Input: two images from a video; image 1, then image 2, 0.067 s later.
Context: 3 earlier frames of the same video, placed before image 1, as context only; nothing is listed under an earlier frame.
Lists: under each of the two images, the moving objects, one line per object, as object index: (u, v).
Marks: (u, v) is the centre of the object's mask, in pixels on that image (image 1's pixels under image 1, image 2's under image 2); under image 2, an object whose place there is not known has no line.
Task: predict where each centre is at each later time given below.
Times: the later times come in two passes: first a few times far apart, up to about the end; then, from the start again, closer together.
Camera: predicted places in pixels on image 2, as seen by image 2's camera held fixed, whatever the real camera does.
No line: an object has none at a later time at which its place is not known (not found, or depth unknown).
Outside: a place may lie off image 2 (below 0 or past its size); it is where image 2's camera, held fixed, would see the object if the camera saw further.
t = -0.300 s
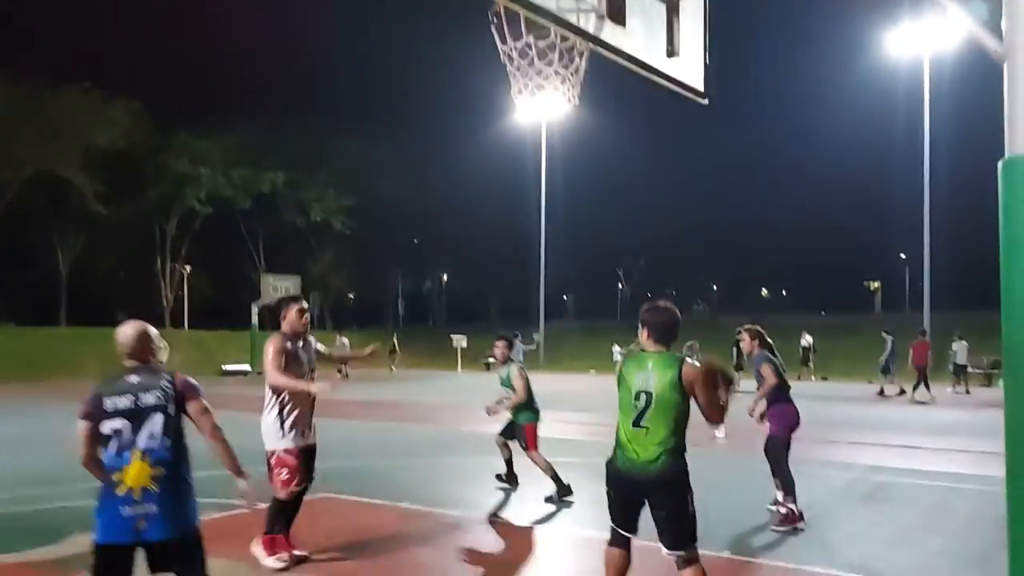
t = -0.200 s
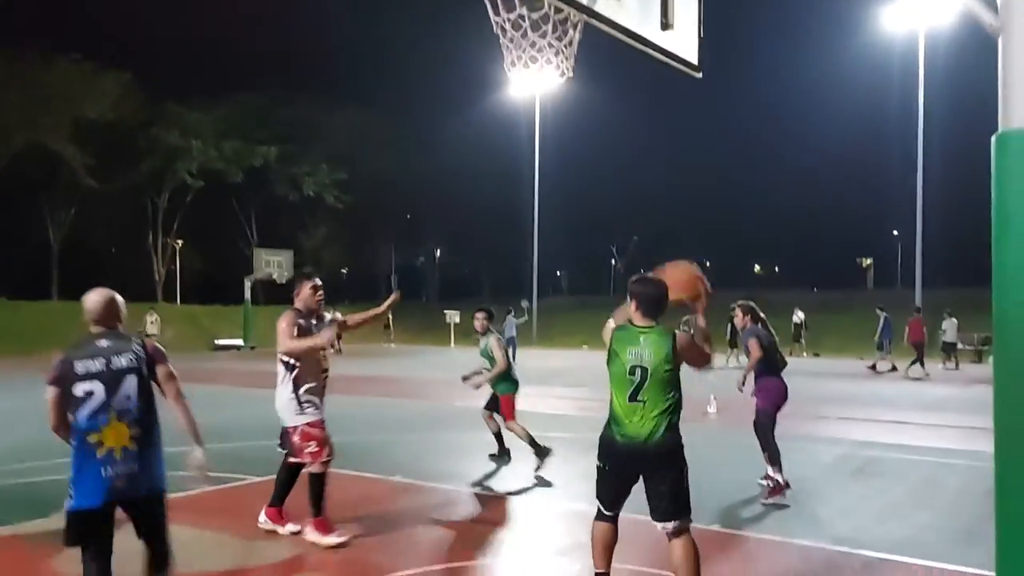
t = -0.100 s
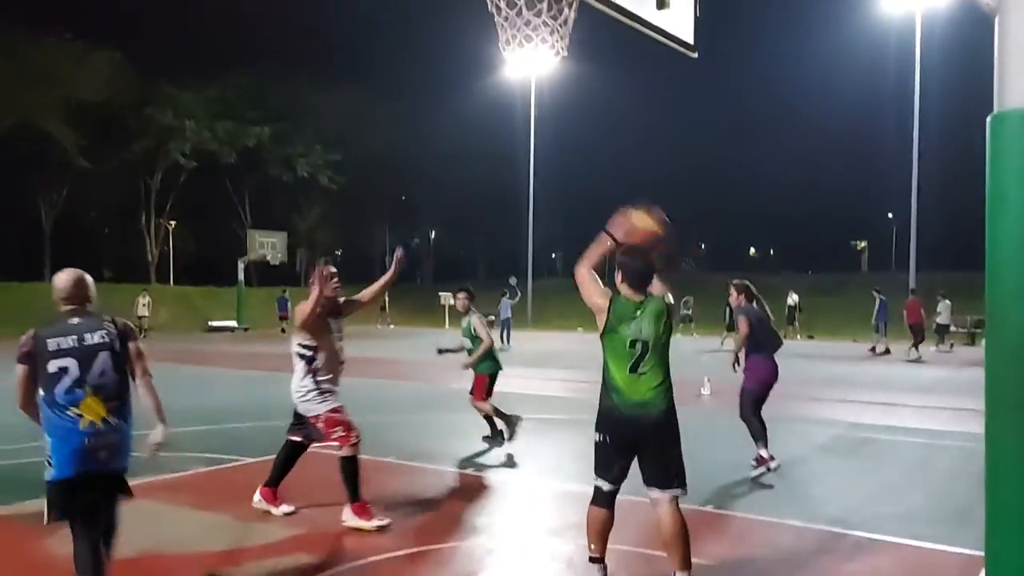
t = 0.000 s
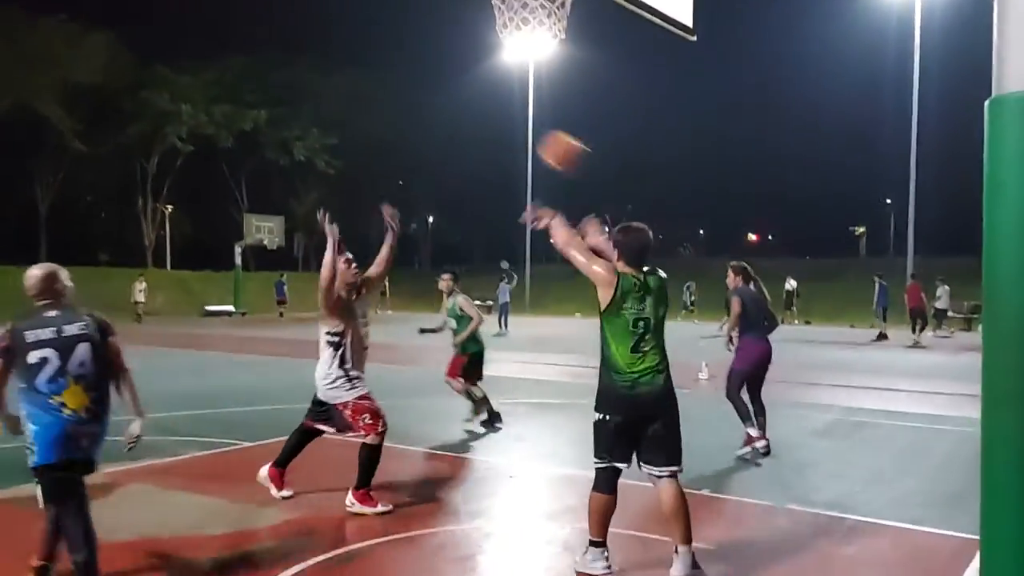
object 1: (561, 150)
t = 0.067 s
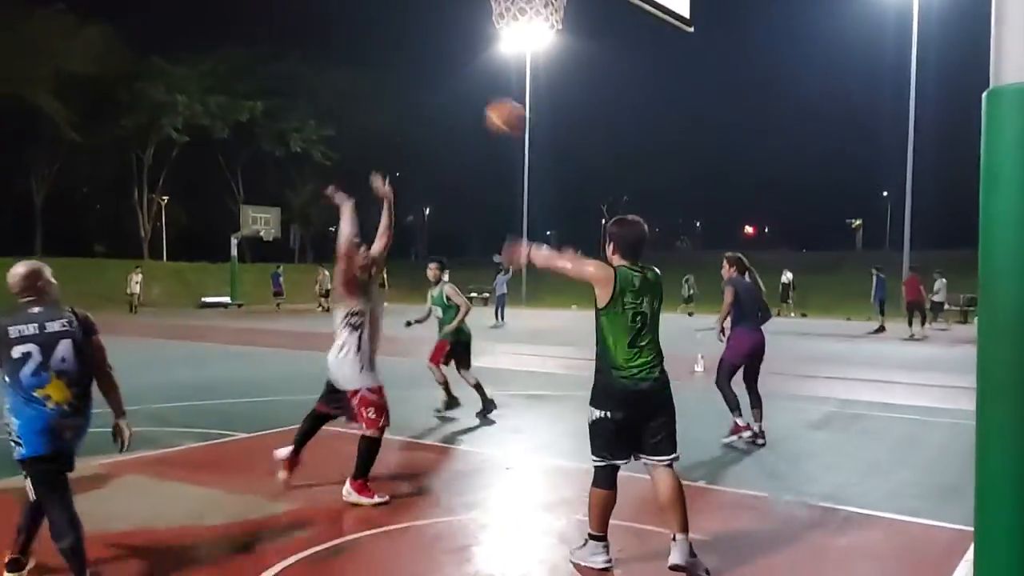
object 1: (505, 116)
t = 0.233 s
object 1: (404, 93)
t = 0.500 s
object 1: (291, 127)
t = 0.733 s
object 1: (228, 203)
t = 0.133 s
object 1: (461, 100)
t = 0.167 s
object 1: (440, 95)
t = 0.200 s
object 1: (422, 94)
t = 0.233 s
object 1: (404, 93)
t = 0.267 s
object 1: (387, 91)
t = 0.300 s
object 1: (370, 93)
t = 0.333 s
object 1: (355, 96)
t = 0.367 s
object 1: (340, 99)
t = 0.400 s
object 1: (327, 105)
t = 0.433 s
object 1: (313, 112)
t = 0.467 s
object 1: (301, 118)
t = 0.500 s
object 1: (291, 127)
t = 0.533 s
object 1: (280, 135)
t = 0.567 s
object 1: (271, 146)
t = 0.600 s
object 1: (261, 155)
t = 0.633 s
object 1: (252, 167)
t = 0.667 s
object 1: (243, 179)
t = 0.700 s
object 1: (236, 192)
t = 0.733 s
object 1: (228, 203)
